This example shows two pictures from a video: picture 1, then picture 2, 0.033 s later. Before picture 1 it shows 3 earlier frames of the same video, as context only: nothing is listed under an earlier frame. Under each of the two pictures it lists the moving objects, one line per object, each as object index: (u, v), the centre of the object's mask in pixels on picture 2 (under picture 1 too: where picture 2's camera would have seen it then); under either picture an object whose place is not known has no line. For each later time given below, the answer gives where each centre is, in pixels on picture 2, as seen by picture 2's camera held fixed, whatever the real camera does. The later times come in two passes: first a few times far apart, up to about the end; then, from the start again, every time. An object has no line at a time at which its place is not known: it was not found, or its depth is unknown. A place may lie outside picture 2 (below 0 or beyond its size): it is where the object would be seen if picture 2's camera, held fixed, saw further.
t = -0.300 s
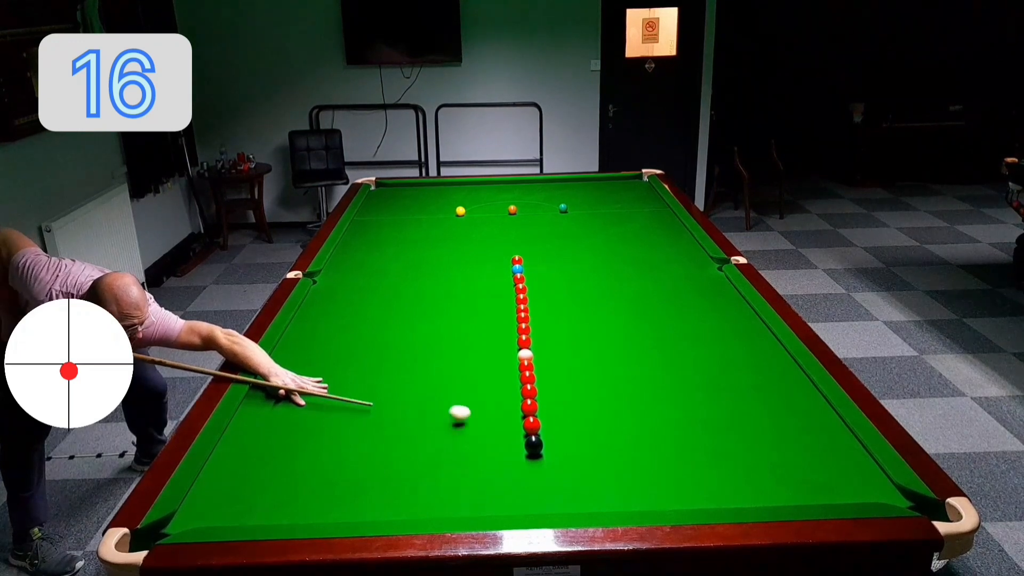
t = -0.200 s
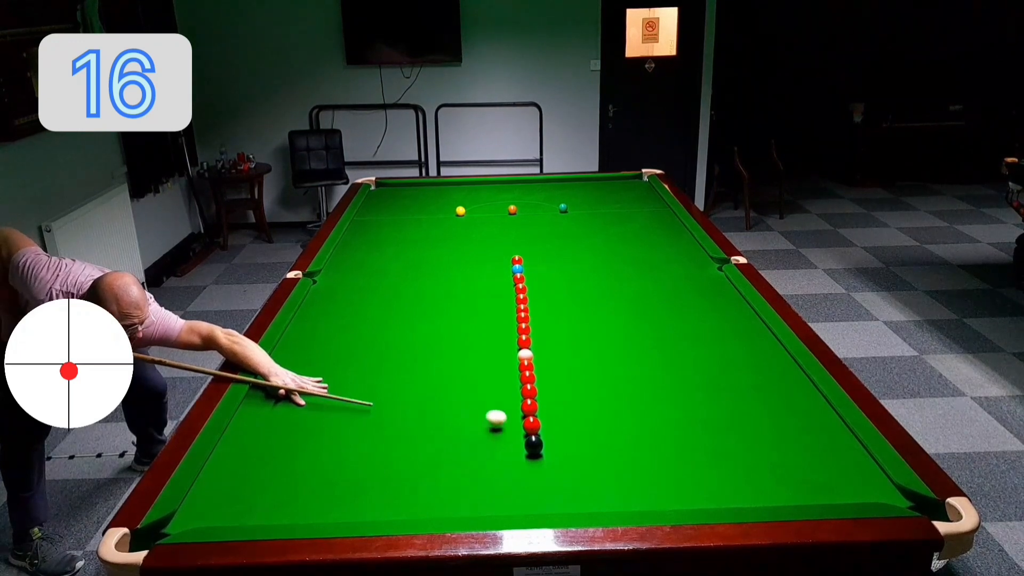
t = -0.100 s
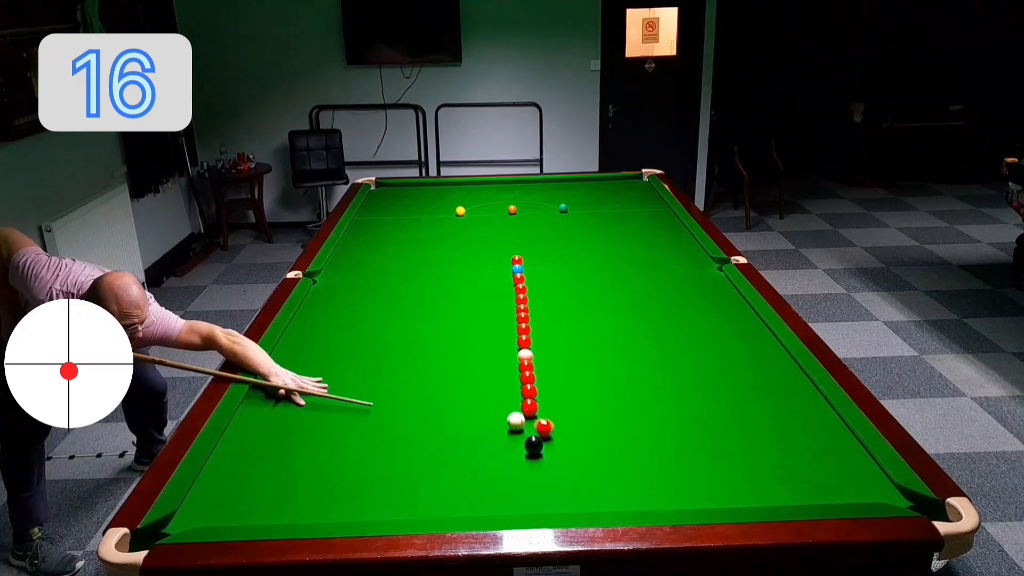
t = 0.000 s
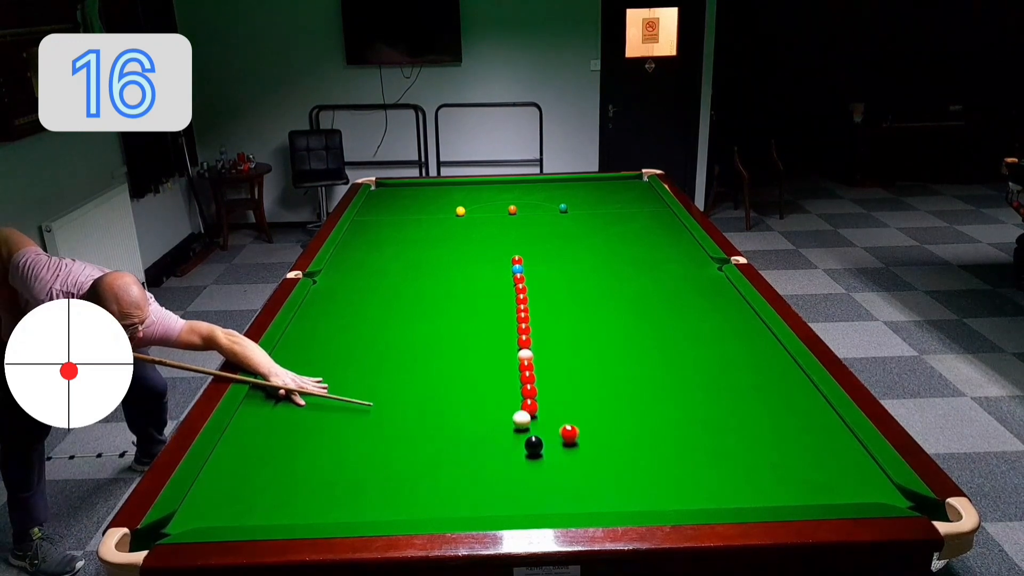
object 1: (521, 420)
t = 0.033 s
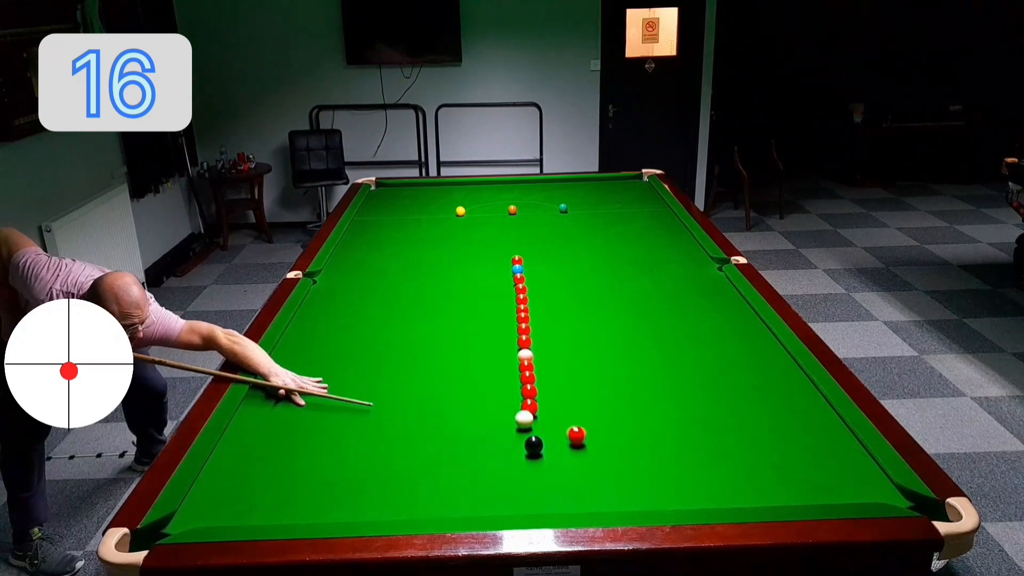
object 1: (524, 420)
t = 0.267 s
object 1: (542, 418)
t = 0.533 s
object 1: (561, 417)
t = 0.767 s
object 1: (575, 416)
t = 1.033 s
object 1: (590, 414)
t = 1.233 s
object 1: (600, 413)
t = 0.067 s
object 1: (527, 420)
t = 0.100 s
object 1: (529, 419)
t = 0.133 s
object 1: (532, 419)
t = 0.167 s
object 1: (534, 419)
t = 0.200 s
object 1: (537, 419)
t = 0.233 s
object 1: (539, 419)
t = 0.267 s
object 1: (542, 418)
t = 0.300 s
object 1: (544, 418)
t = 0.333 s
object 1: (547, 418)
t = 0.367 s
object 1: (549, 418)
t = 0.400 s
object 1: (551, 418)
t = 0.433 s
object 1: (554, 417)
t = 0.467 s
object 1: (556, 417)
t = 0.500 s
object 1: (558, 417)
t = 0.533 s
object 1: (561, 417)
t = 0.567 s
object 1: (563, 417)
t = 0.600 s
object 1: (565, 416)
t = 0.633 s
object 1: (567, 416)
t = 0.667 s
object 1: (569, 416)
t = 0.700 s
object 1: (571, 416)
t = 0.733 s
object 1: (573, 416)
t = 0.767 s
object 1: (575, 416)
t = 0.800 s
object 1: (577, 415)
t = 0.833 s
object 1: (579, 415)
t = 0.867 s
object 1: (581, 415)
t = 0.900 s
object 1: (583, 415)
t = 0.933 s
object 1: (585, 415)
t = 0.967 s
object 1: (587, 415)
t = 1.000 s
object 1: (588, 414)
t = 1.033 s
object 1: (590, 414)
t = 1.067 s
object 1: (592, 414)
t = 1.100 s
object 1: (593, 414)
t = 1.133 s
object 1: (595, 414)
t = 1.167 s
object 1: (597, 414)
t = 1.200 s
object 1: (598, 413)
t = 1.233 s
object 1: (600, 413)
